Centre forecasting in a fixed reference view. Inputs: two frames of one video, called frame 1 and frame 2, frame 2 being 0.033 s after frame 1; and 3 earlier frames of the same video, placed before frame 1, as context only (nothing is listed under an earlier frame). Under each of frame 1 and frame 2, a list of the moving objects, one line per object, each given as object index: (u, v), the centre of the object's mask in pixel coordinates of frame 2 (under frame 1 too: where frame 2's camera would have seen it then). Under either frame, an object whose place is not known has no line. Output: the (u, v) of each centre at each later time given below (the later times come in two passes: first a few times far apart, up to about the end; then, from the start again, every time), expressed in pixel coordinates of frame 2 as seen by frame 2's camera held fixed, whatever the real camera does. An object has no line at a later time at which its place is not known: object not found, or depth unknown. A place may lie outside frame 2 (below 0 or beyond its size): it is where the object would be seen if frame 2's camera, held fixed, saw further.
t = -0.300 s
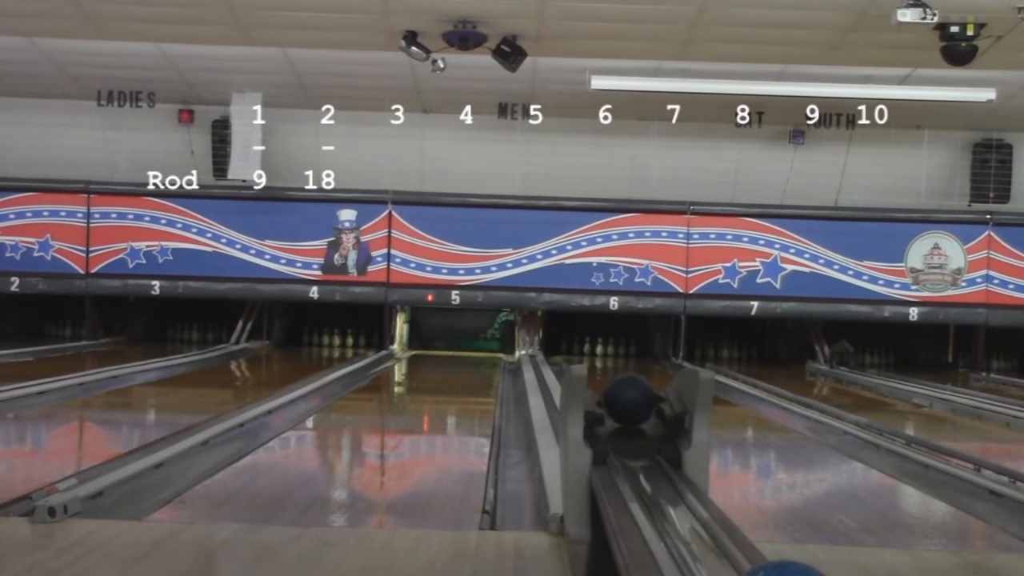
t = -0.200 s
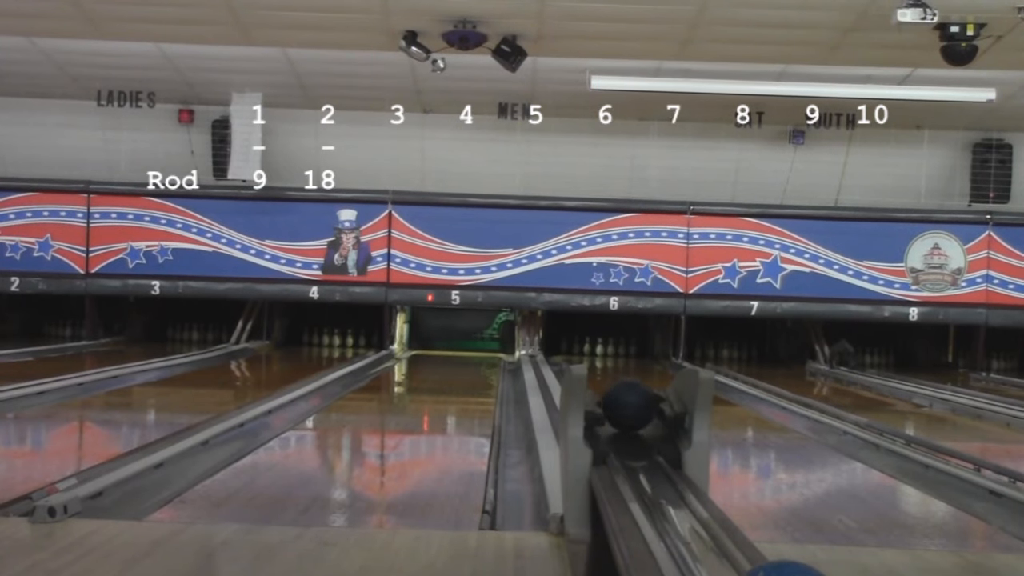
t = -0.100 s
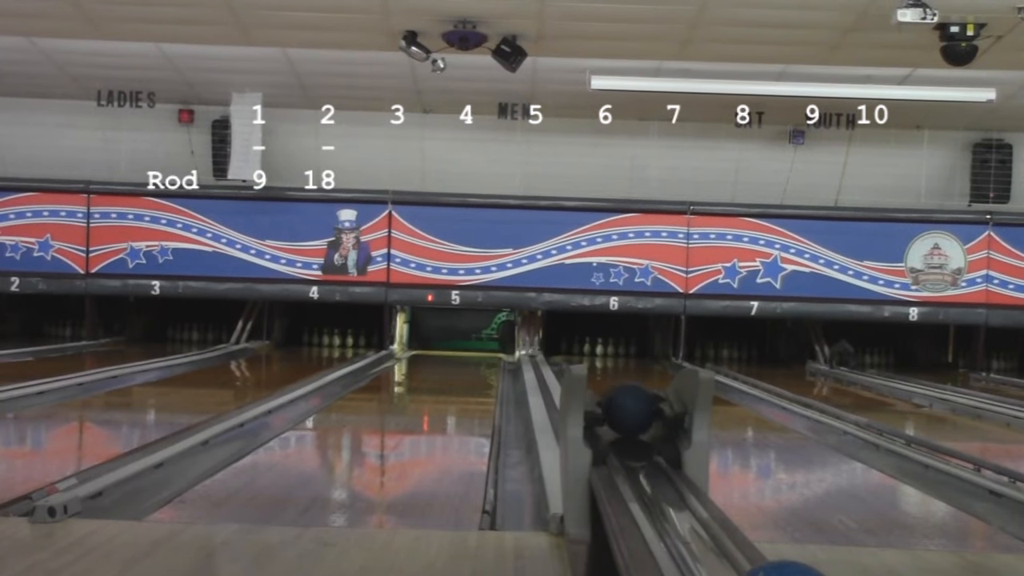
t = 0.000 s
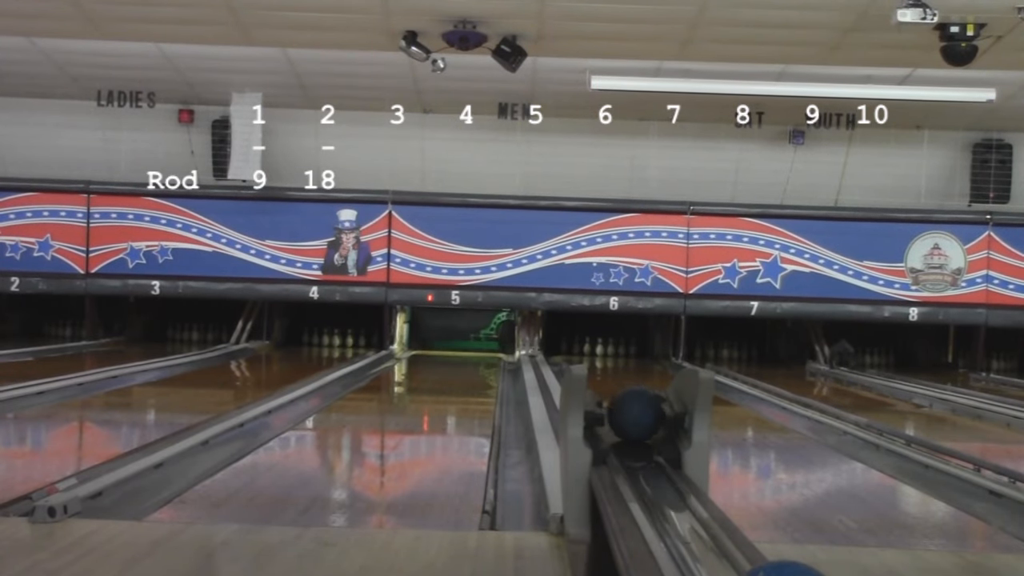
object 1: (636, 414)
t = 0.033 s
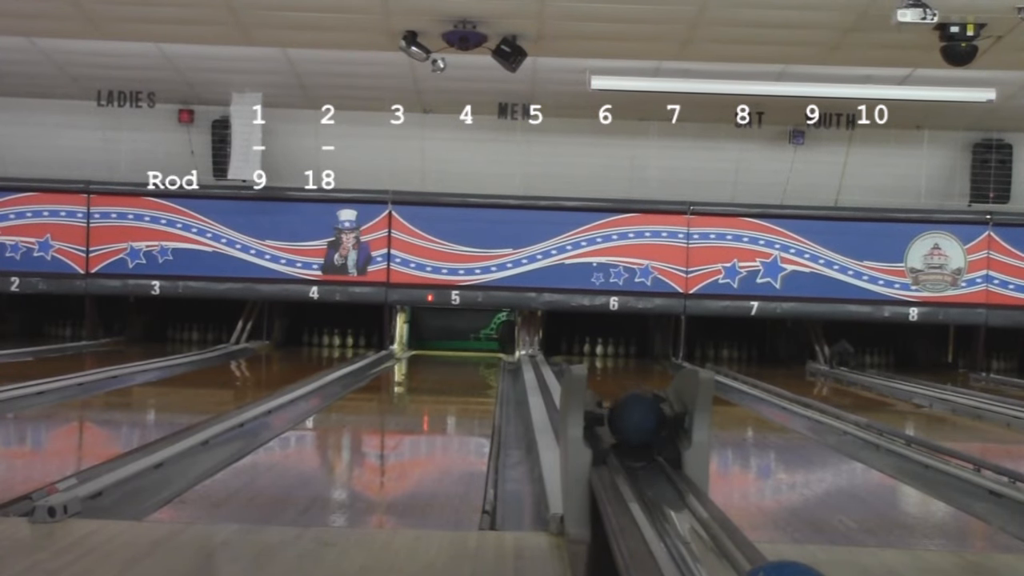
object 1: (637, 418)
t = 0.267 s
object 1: (639, 435)
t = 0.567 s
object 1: (648, 446)
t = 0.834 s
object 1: (655, 458)
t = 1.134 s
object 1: (667, 471)
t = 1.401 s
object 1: (679, 487)
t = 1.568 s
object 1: (688, 498)
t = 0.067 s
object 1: (636, 424)
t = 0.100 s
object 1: (636, 431)
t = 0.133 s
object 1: (635, 431)
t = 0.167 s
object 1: (635, 431)
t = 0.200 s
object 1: (637, 432)
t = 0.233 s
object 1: (638, 434)
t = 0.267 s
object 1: (639, 435)
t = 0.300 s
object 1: (640, 436)
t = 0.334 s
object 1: (640, 437)
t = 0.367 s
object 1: (641, 438)
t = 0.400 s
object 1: (642, 439)
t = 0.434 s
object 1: (642, 441)
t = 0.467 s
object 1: (644, 442)
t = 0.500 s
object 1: (646, 444)
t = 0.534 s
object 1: (647, 445)
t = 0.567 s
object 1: (648, 446)
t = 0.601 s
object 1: (649, 447)
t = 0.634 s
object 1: (650, 449)
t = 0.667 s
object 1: (650, 450)
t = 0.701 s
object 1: (651, 451)
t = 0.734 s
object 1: (652, 453)
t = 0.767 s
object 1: (653, 455)
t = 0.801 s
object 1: (655, 456)
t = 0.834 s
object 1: (655, 458)
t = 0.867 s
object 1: (657, 459)
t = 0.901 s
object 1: (658, 461)
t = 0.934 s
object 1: (660, 462)
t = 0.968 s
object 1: (661, 463)
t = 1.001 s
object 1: (662, 465)
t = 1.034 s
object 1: (663, 466)
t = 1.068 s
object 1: (664, 468)
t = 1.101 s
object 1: (666, 470)
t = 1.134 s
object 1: (667, 471)
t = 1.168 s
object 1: (669, 473)
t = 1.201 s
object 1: (670, 475)
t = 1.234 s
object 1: (671, 477)
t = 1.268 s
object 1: (673, 479)
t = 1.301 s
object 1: (674, 481)
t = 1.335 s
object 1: (676, 483)
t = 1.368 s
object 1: (677, 485)
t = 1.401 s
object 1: (679, 487)
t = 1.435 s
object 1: (681, 489)
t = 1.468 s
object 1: (682, 491)
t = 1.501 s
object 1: (684, 494)
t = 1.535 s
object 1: (686, 496)
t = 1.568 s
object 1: (688, 498)
